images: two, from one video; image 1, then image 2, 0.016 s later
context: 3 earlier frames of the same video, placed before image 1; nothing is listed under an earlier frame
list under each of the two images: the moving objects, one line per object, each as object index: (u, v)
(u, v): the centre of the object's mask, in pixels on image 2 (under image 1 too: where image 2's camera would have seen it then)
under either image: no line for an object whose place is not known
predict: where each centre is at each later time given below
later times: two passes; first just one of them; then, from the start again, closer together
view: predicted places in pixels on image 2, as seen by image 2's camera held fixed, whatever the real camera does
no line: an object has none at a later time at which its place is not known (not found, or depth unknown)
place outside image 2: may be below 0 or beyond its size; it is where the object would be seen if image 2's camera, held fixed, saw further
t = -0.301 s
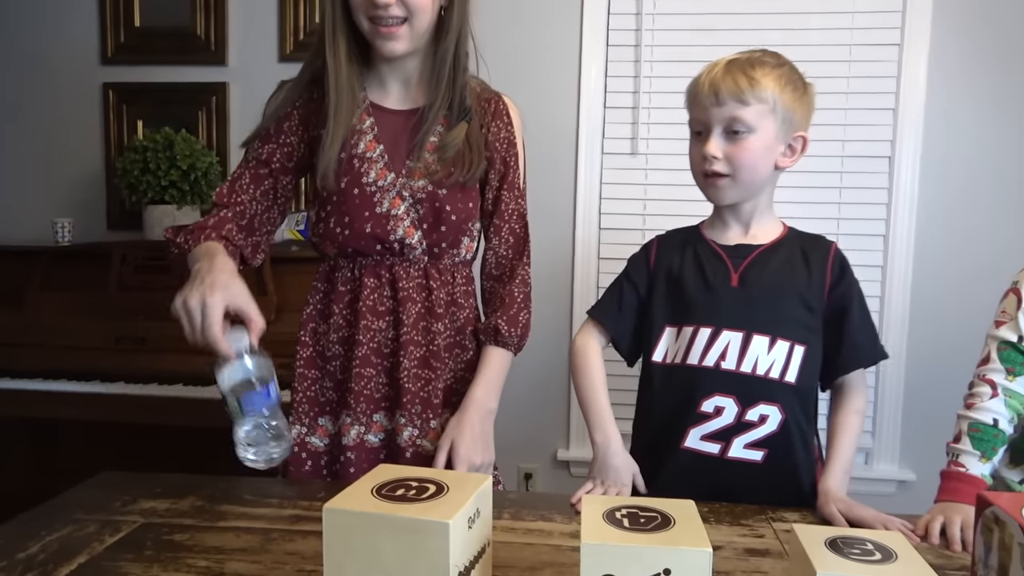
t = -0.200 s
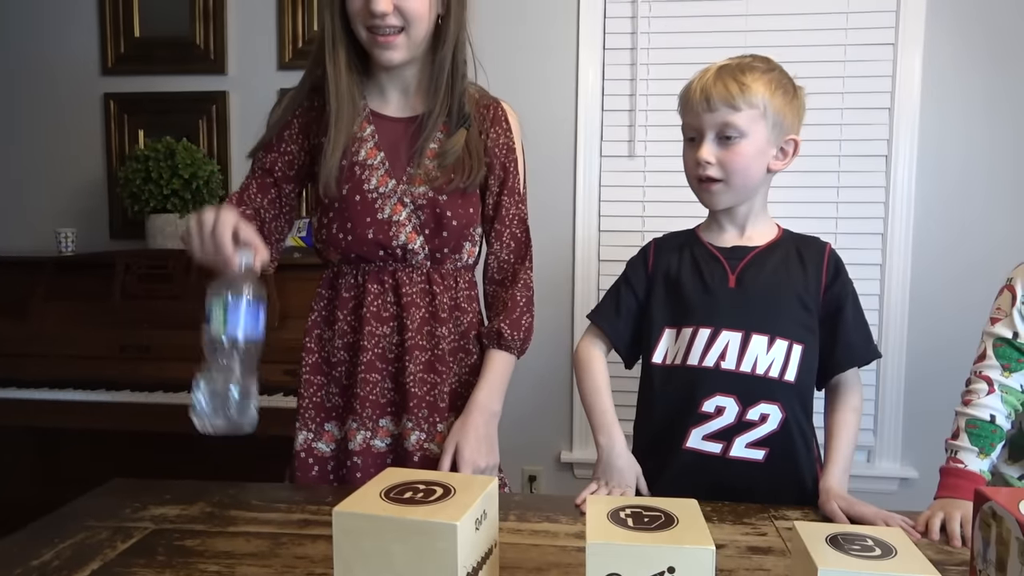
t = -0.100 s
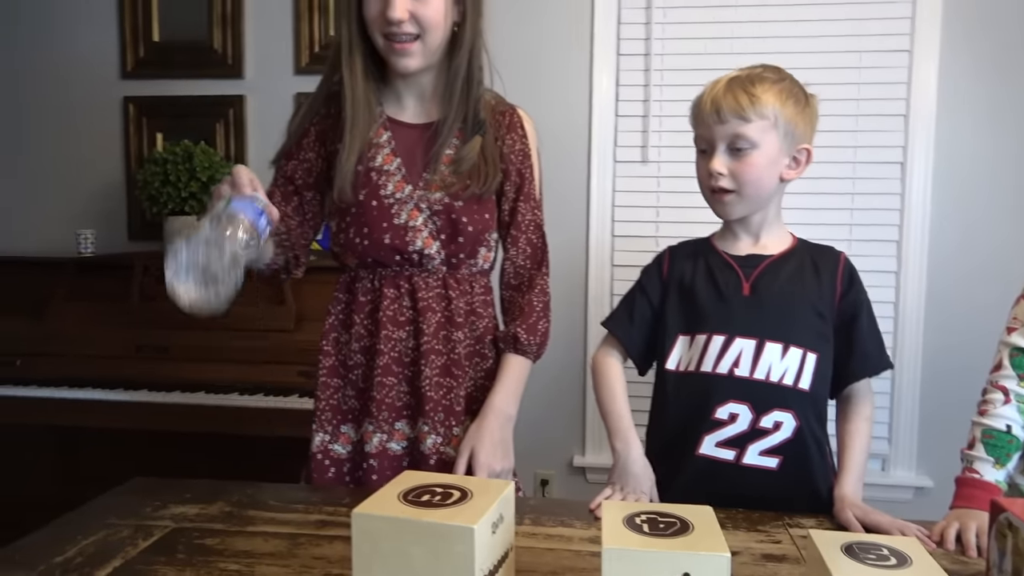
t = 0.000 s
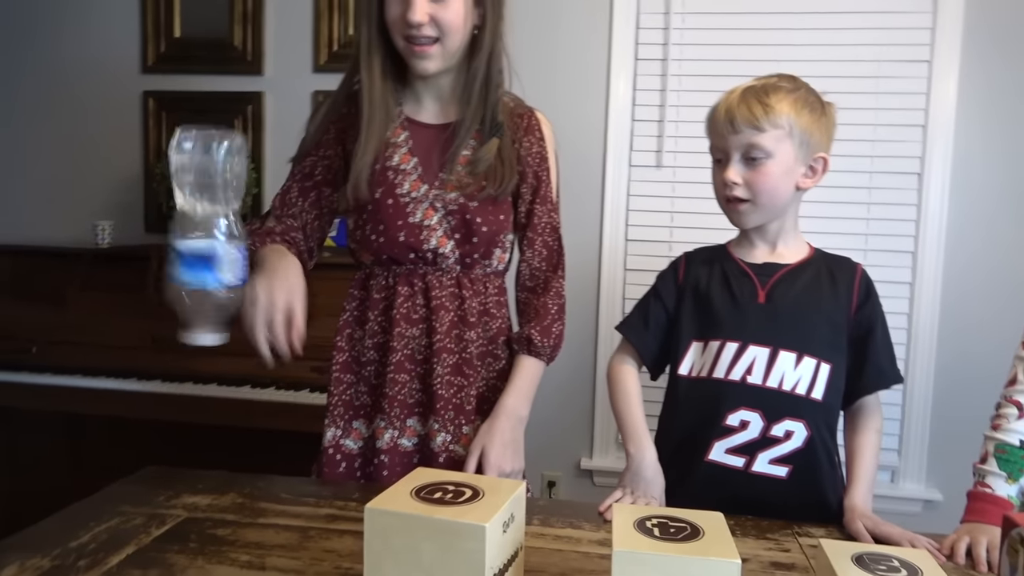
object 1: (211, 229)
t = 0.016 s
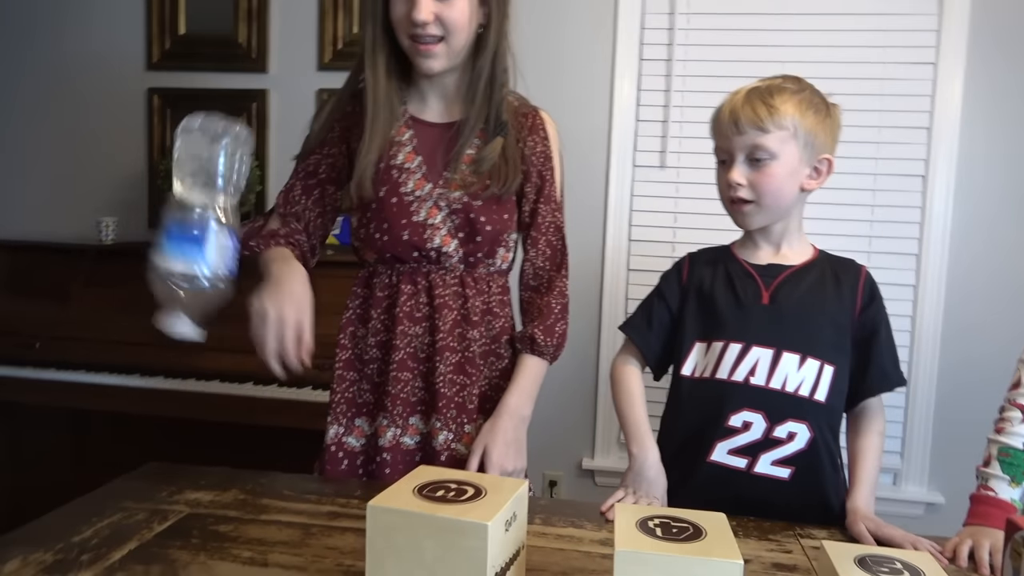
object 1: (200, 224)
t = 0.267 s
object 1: (163, 451)
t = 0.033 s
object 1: (188, 218)
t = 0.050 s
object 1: (177, 207)
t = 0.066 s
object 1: (170, 192)
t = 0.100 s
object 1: (163, 167)
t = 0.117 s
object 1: (169, 171)
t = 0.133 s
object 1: (173, 184)
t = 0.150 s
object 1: (174, 203)
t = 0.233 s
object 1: (168, 360)
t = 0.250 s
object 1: (166, 404)
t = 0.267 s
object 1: (163, 451)
